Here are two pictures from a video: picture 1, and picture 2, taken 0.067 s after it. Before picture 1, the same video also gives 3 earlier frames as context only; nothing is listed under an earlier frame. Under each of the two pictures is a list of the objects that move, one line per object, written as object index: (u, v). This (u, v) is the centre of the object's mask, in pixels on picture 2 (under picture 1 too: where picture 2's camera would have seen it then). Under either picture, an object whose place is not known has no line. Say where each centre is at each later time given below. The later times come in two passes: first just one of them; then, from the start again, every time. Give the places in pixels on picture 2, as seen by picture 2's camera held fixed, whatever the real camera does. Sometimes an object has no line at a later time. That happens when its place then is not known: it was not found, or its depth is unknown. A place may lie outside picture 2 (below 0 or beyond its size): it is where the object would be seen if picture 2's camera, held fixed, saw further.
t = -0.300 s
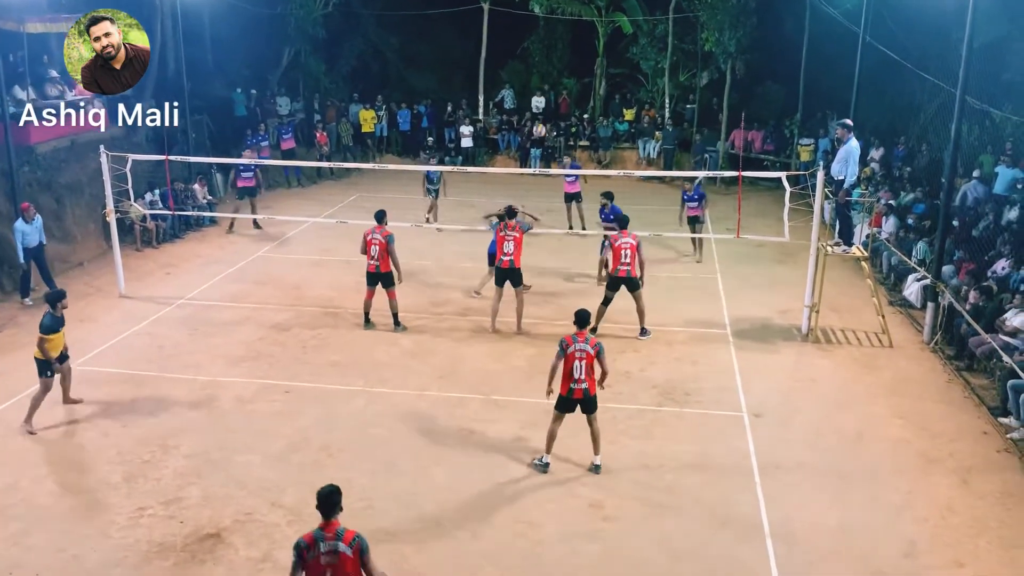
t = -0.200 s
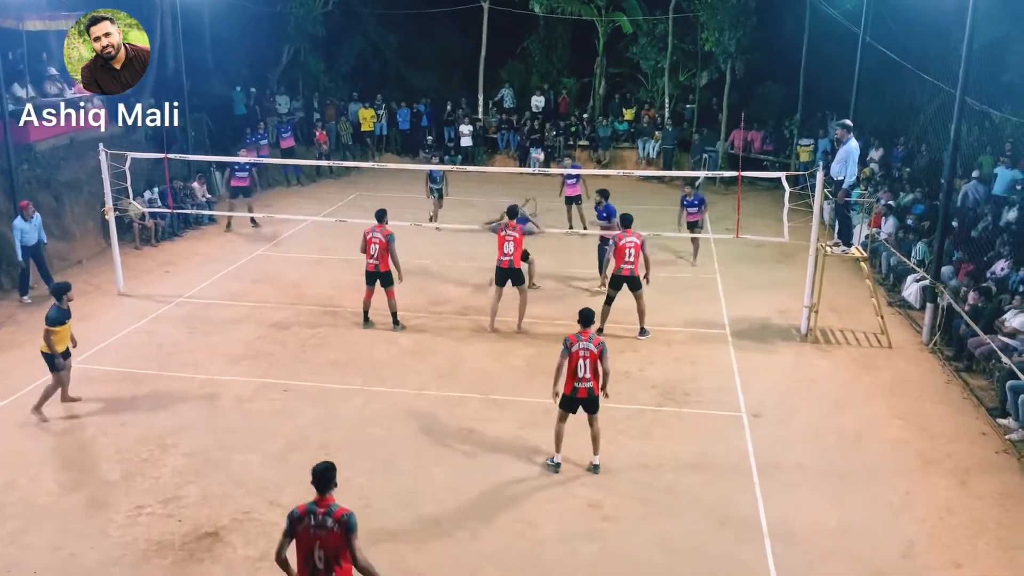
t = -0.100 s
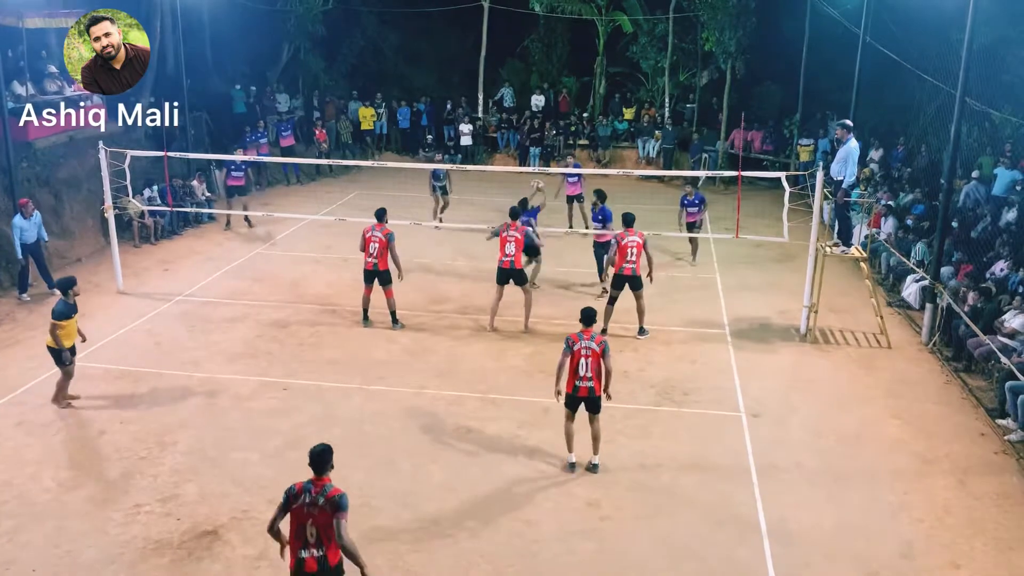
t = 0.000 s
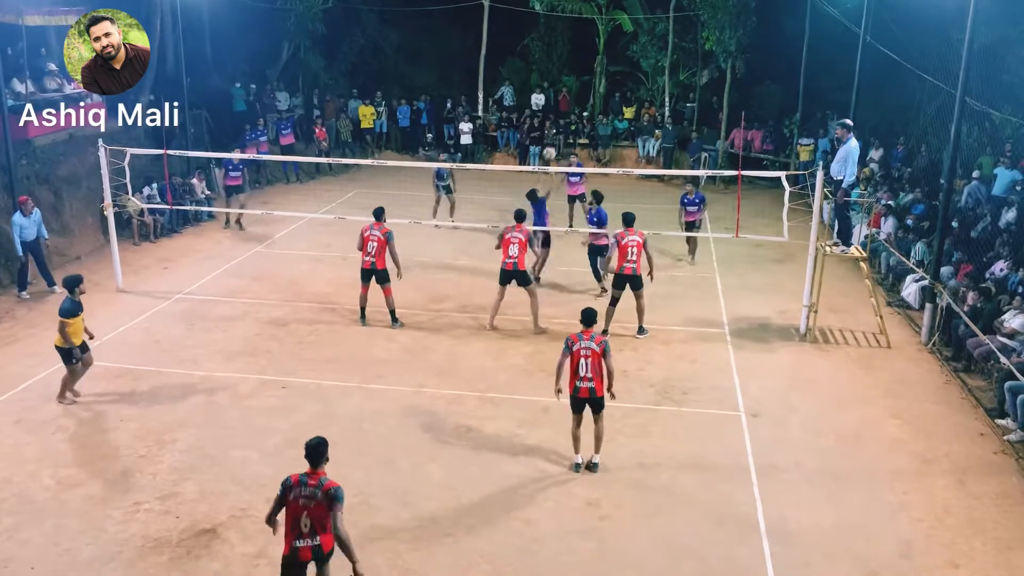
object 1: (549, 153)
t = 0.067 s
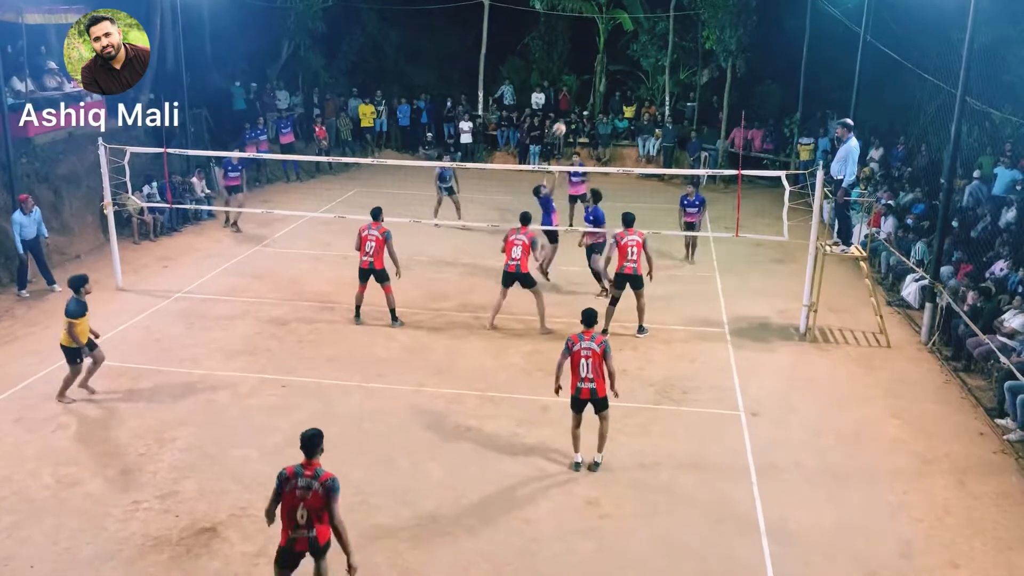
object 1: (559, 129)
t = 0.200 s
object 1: (578, 88)
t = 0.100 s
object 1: (564, 118)
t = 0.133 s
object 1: (569, 108)
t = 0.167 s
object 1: (574, 98)
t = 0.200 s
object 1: (578, 88)
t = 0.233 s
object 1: (583, 80)
